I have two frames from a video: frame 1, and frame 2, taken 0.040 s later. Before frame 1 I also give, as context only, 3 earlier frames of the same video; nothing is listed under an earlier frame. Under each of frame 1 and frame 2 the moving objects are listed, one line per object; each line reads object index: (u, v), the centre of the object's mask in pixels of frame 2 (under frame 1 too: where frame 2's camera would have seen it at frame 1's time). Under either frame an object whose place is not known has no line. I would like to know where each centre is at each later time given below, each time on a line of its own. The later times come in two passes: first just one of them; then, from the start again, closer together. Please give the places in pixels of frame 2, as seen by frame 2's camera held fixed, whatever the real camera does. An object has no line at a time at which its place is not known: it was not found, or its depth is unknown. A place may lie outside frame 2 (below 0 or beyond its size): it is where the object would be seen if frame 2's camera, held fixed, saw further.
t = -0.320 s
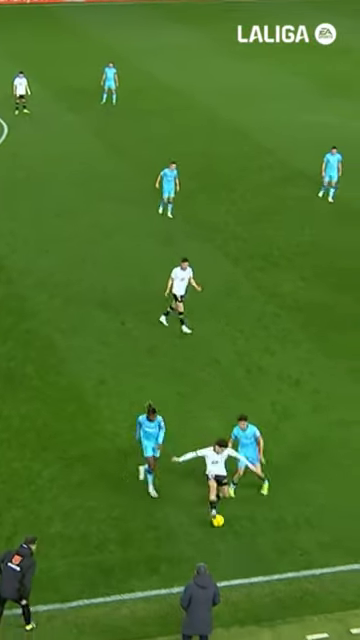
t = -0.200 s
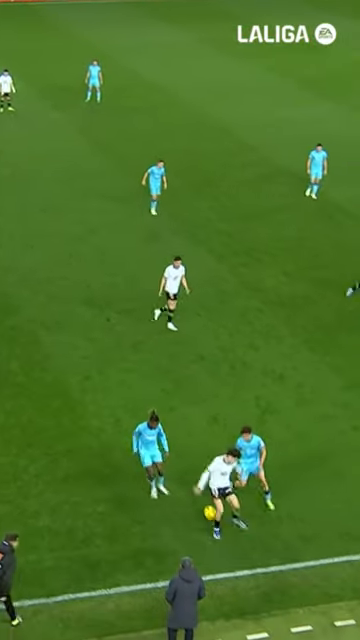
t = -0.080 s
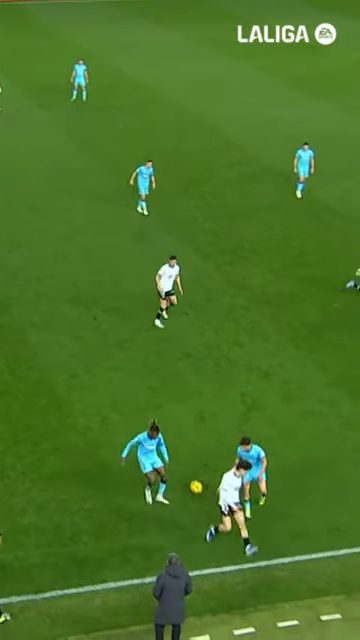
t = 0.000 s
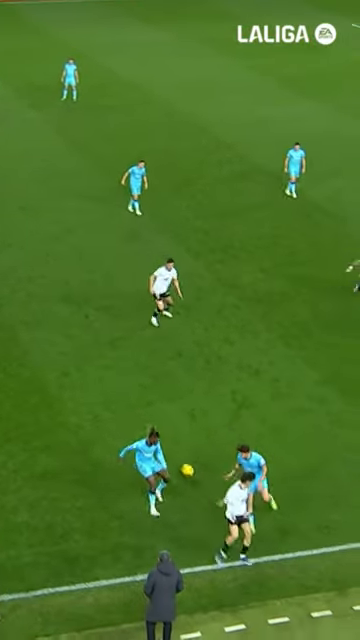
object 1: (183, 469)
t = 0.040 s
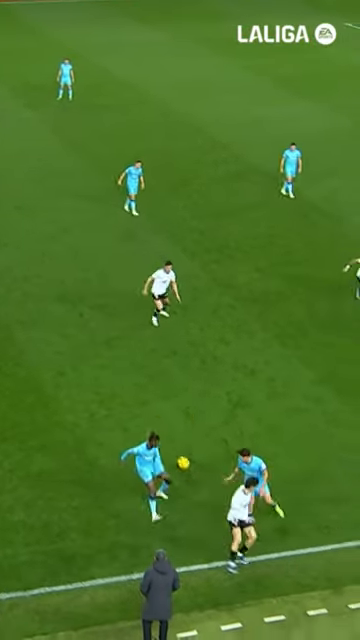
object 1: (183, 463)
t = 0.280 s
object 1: (183, 431)
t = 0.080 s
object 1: (183, 457)
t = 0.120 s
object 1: (182, 452)
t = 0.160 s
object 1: (183, 445)
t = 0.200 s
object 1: (183, 440)
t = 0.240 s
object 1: (183, 435)
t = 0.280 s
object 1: (183, 431)
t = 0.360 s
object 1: (184, 422)
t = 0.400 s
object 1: (184, 418)
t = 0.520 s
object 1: (185, 406)
